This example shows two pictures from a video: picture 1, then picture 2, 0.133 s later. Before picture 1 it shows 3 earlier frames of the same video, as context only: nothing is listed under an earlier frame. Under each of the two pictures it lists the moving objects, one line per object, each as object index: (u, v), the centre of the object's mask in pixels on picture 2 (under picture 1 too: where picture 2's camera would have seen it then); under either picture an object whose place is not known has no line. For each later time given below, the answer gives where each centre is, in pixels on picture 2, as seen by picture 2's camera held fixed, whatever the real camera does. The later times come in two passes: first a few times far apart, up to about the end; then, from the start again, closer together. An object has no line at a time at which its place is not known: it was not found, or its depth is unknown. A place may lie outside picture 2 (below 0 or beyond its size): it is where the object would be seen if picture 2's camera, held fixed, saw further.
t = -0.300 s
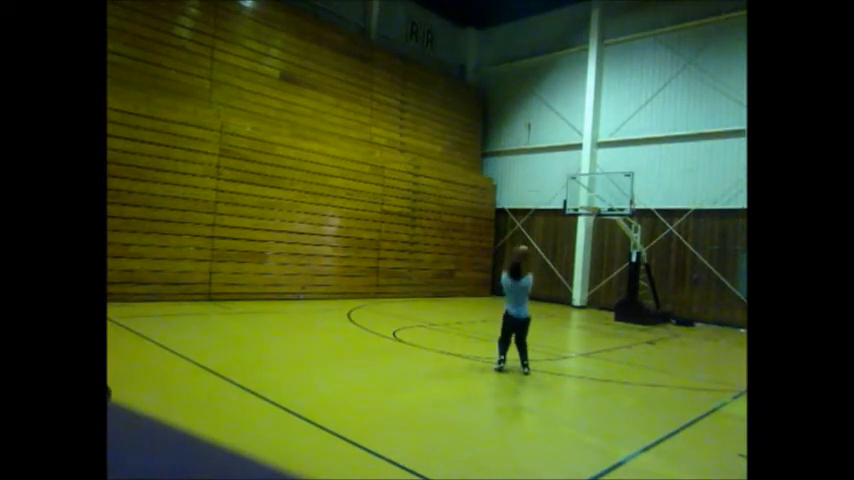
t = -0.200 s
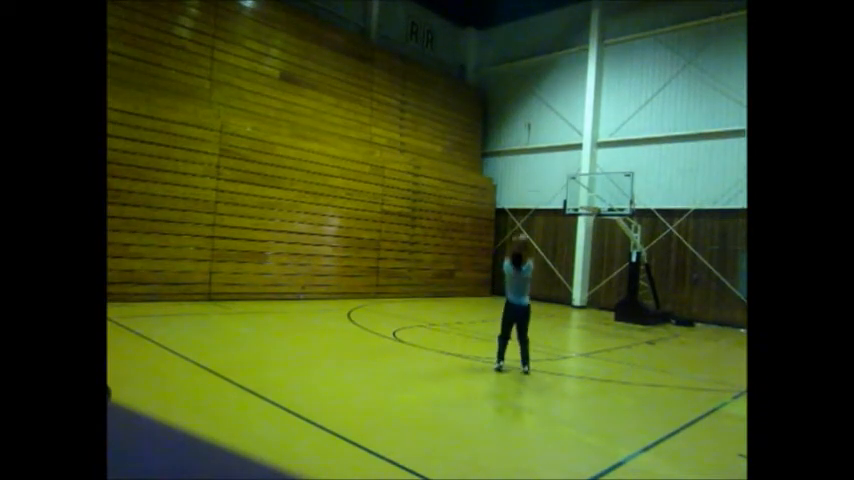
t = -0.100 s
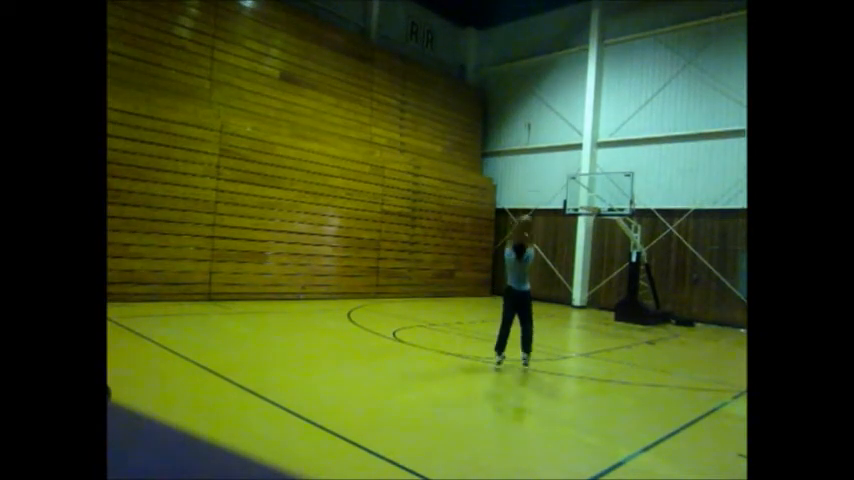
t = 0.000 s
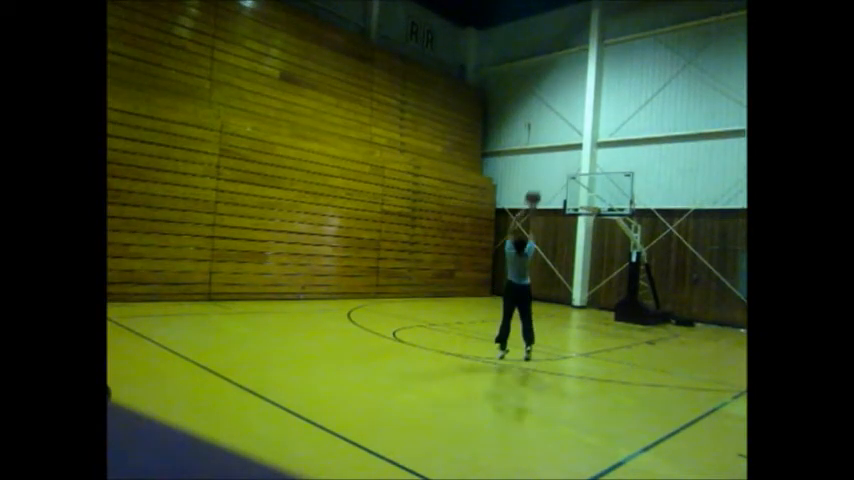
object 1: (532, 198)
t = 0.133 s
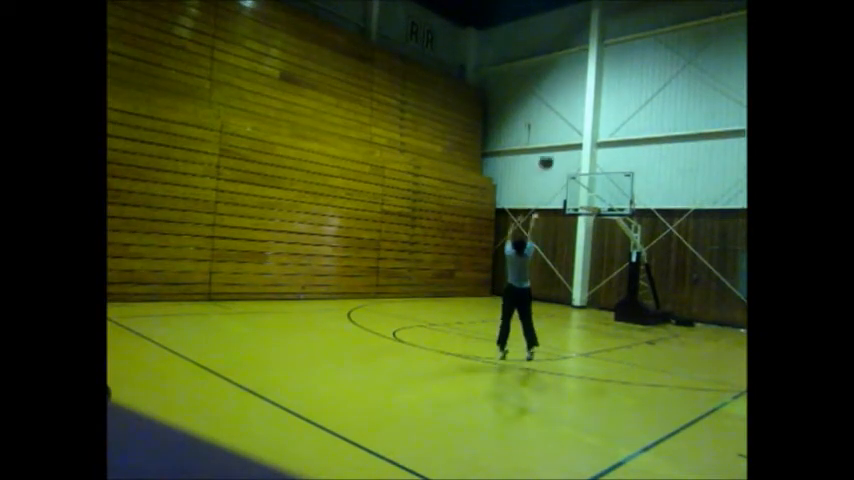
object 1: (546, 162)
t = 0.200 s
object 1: (551, 151)
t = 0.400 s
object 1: (564, 133)
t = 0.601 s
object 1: (573, 137)
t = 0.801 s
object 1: (579, 157)
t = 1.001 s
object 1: (584, 189)
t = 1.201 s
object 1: (589, 217)
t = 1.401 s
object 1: (587, 233)
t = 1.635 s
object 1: (582, 271)
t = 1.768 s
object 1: (577, 302)
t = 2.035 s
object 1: (580, 286)
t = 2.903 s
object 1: (584, 288)
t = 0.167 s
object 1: (549, 155)
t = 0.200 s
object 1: (551, 151)
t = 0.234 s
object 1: (553, 146)
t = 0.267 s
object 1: (556, 142)
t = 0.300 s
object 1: (558, 139)
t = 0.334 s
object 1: (560, 136)
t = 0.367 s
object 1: (562, 134)
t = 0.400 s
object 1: (564, 133)
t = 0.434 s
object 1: (565, 132)
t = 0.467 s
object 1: (567, 132)
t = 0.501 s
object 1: (568, 133)
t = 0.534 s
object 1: (570, 134)
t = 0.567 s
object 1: (571, 135)
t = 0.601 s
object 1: (573, 137)
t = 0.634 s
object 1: (574, 140)
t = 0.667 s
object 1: (575, 142)
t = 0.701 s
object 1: (576, 145)
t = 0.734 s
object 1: (577, 149)
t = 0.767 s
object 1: (578, 153)
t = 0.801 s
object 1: (579, 157)
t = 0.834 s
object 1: (580, 162)
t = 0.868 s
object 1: (580, 167)
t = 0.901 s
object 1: (582, 172)
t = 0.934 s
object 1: (582, 178)
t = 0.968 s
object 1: (583, 183)
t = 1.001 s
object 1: (584, 189)
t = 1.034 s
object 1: (585, 196)
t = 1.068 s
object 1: (586, 203)
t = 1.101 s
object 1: (587, 210)
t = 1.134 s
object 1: (592, 210)
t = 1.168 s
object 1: (588, 217)
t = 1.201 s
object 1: (589, 217)
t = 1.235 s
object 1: (589, 217)
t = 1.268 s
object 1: (589, 219)
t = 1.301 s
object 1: (588, 222)
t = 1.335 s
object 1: (588, 225)
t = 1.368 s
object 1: (587, 228)
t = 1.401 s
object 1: (587, 233)
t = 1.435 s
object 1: (586, 237)
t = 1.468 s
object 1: (586, 242)
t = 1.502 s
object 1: (585, 247)
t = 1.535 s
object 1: (584, 252)
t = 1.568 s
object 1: (583, 259)
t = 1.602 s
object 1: (582, 265)
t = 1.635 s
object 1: (582, 271)
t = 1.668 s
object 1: (581, 279)
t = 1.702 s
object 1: (580, 286)
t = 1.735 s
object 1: (579, 294)
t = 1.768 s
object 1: (577, 302)
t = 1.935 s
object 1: (577, 302)
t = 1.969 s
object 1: (579, 298)
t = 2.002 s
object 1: (579, 292)
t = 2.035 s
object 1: (580, 286)
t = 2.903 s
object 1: (584, 288)
